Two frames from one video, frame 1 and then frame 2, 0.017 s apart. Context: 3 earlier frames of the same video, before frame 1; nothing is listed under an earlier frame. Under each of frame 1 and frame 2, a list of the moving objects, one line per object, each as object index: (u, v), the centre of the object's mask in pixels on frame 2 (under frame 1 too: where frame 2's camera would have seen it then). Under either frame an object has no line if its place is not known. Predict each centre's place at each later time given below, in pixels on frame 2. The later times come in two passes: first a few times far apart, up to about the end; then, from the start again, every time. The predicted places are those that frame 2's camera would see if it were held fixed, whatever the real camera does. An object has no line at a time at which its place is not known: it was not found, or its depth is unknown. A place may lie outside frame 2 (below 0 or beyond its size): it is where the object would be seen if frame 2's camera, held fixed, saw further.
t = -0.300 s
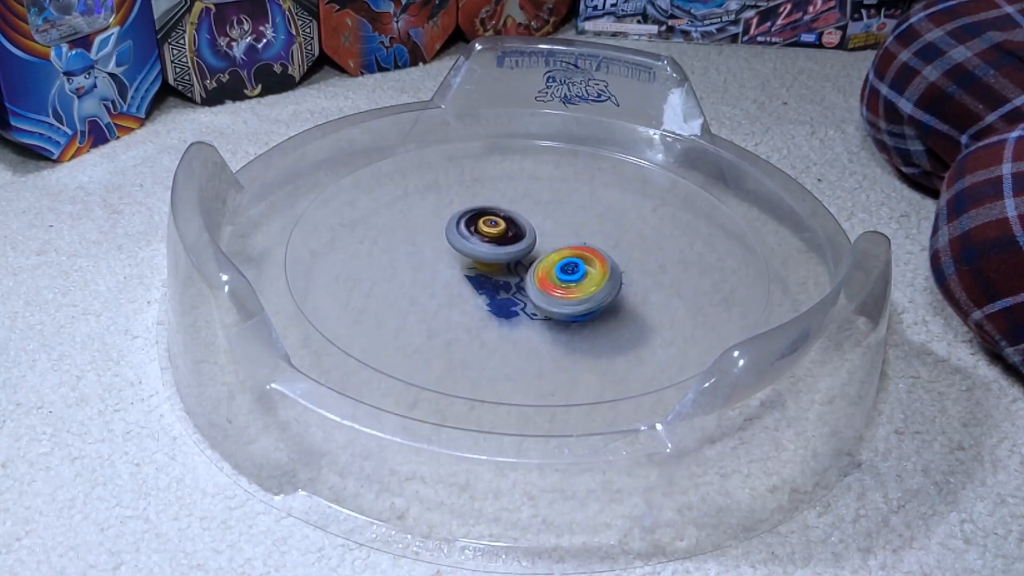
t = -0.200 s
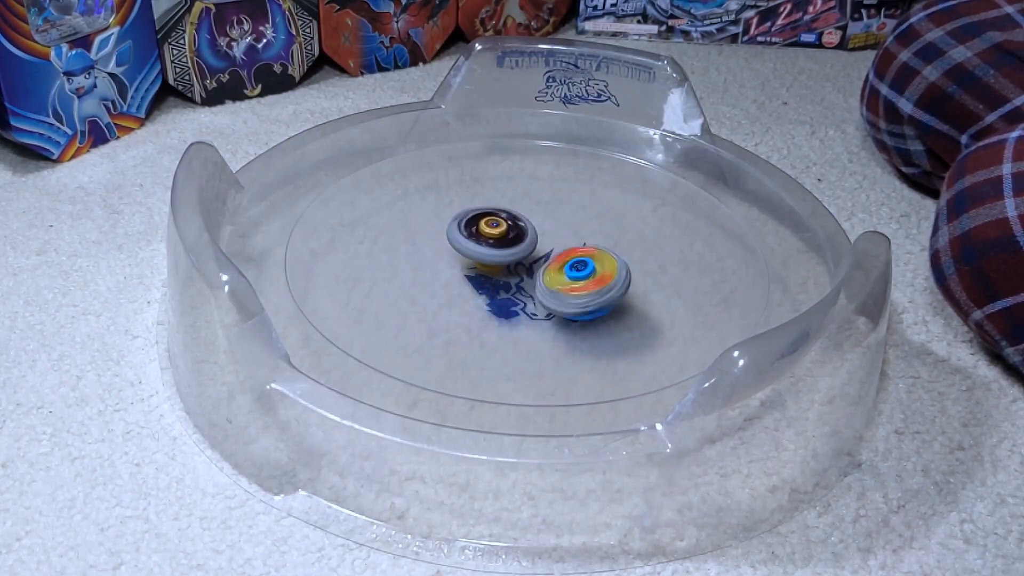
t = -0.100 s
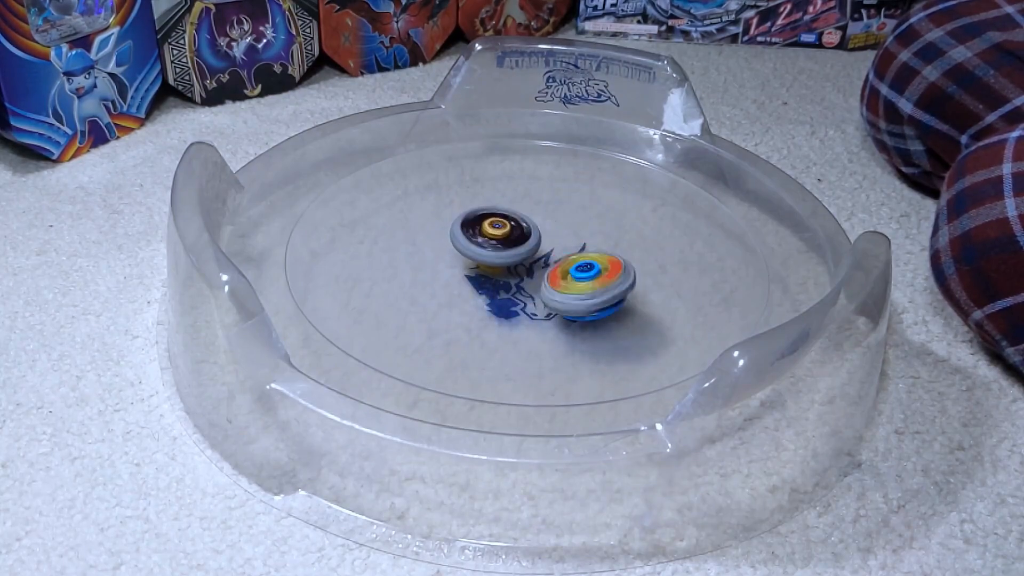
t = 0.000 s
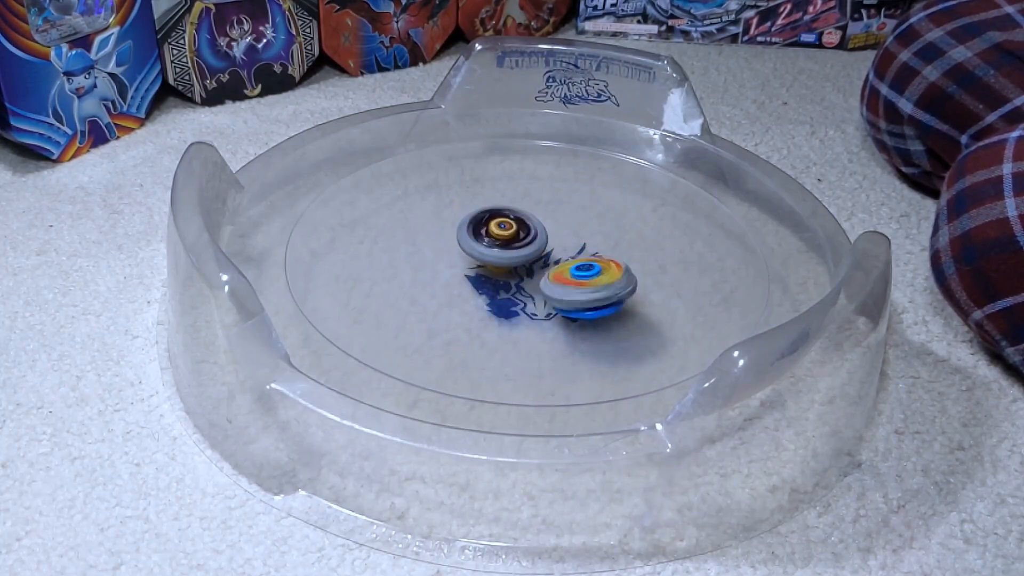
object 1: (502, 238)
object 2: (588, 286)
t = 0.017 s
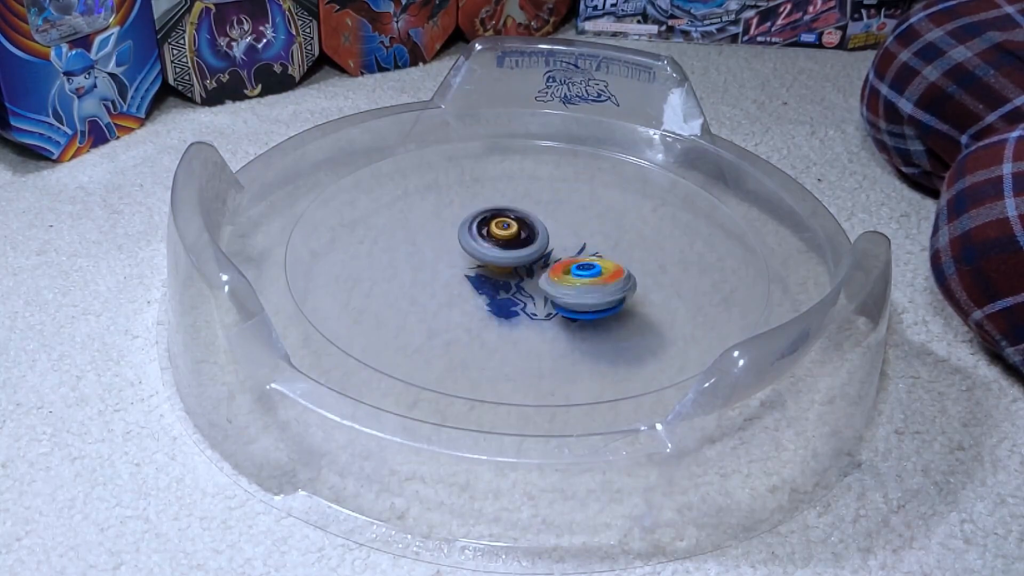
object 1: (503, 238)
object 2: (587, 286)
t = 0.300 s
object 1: (513, 235)
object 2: (580, 282)
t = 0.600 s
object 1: (512, 236)
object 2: (595, 271)
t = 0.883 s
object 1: (515, 243)
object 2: (603, 272)
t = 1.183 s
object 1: (501, 248)
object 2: (595, 266)
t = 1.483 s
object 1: (496, 250)
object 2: (593, 254)
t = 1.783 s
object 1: (494, 252)
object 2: (596, 246)
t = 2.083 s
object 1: (493, 254)
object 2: (592, 245)
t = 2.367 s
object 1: (456, 257)
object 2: (592, 254)
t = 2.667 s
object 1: (461, 260)
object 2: (552, 275)
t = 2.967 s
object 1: (478, 257)
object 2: (554, 306)
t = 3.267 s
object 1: (517, 249)
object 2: (583, 296)
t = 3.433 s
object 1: (540, 243)
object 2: (582, 296)
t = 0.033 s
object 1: (504, 238)
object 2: (587, 286)
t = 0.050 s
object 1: (505, 238)
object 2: (585, 286)
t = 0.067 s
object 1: (506, 238)
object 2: (584, 285)
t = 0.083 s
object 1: (507, 238)
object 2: (583, 285)
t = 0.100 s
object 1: (508, 238)
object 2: (583, 286)
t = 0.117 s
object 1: (509, 238)
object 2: (582, 285)
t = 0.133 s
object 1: (510, 238)
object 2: (581, 285)
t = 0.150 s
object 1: (511, 239)
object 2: (580, 284)
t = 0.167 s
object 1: (512, 239)
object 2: (579, 284)
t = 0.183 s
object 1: (512, 238)
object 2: (579, 284)
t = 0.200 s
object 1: (513, 238)
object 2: (577, 284)
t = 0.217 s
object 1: (514, 238)
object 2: (576, 282)
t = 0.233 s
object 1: (514, 238)
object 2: (577, 283)
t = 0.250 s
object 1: (513, 236)
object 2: (580, 282)
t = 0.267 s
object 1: (513, 235)
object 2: (581, 283)
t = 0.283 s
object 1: (512, 235)
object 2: (581, 283)
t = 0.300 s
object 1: (513, 235)
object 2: (580, 282)
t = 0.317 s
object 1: (512, 235)
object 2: (580, 281)
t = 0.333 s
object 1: (513, 235)
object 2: (580, 280)
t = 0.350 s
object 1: (513, 235)
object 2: (580, 279)
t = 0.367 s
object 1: (513, 235)
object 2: (580, 277)
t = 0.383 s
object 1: (513, 235)
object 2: (582, 277)
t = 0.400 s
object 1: (514, 235)
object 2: (583, 275)
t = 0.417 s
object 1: (514, 235)
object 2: (583, 275)
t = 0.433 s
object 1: (515, 235)
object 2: (583, 274)
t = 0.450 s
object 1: (514, 235)
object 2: (585, 274)
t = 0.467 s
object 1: (513, 234)
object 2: (588, 275)
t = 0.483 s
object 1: (512, 234)
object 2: (590, 275)
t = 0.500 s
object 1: (511, 234)
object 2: (590, 275)
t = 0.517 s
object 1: (512, 235)
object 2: (589, 275)
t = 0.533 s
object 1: (511, 235)
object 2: (590, 274)
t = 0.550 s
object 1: (512, 235)
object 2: (591, 272)
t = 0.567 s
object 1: (511, 236)
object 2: (592, 272)
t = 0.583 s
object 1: (512, 236)
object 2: (593, 272)
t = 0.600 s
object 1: (512, 236)
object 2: (595, 271)
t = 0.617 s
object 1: (512, 236)
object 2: (597, 272)
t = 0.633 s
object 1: (512, 237)
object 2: (599, 271)
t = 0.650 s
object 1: (513, 237)
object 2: (600, 272)
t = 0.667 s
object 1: (513, 237)
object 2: (600, 272)
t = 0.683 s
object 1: (514, 238)
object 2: (601, 272)
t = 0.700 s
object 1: (514, 239)
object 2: (601, 272)
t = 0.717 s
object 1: (515, 239)
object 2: (603, 271)
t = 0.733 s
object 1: (515, 240)
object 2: (603, 272)
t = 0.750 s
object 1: (516, 241)
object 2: (603, 272)
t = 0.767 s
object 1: (517, 241)
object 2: (603, 272)
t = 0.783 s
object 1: (517, 242)
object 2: (603, 272)
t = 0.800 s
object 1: (518, 242)
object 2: (603, 272)
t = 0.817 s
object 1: (519, 243)
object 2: (602, 272)
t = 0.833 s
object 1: (520, 244)
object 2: (601, 271)
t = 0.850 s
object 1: (518, 244)
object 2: (603, 272)
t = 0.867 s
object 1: (516, 243)
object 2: (603, 272)
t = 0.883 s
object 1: (515, 243)
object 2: (603, 272)
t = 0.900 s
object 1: (515, 244)
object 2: (602, 272)
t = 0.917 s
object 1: (514, 245)
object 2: (600, 272)
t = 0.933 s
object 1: (514, 245)
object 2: (600, 272)
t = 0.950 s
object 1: (514, 246)
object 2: (600, 271)
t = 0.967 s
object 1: (514, 246)
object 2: (600, 270)
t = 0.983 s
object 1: (513, 246)
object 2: (599, 270)
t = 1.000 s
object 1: (511, 246)
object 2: (600, 270)
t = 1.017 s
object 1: (510, 246)
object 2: (600, 271)
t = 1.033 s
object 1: (509, 247)
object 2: (599, 271)
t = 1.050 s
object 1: (508, 247)
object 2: (598, 270)
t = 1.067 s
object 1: (508, 247)
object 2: (595, 269)
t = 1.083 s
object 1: (505, 248)
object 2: (594, 268)
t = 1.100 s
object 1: (504, 248)
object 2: (595, 268)
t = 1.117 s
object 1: (503, 248)
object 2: (595, 267)
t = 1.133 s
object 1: (504, 248)
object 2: (596, 267)
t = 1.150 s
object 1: (503, 248)
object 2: (595, 267)
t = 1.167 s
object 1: (503, 249)
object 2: (594, 266)
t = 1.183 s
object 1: (501, 248)
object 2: (595, 266)
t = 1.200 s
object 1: (501, 249)
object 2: (594, 266)
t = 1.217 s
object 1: (500, 249)
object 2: (594, 265)
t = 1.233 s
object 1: (500, 249)
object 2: (593, 264)
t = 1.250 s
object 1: (500, 249)
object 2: (592, 263)
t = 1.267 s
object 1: (499, 249)
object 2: (593, 263)
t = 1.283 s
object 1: (498, 249)
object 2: (593, 262)
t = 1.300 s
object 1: (497, 249)
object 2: (594, 261)
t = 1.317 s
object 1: (496, 249)
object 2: (594, 261)
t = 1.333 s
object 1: (496, 249)
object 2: (593, 260)
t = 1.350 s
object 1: (496, 249)
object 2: (593, 260)
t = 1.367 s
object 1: (496, 249)
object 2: (592, 258)
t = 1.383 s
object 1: (496, 249)
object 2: (593, 258)
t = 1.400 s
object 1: (496, 250)
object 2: (592, 257)
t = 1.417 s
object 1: (496, 250)
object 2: (593, 256)
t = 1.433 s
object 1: (496, 250)
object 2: (593, 256)
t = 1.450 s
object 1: (496, 250)
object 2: (592, 255)
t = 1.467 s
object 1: (496, 250)
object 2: (593, 254)
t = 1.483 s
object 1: (496, 250)
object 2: (593, 254)
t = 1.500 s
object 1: (496, 250)
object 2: (593, 253)
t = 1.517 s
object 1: (497, 250)
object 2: (593, 252)
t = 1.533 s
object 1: (497, 251)
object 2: (591, 251)
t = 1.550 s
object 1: (498, 251)
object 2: (593, 250)
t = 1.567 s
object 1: (498, 251)
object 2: (592, 250)
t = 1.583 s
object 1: (497, 251)
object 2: (594, 249)
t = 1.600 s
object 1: (497, 251)
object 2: (593, 249)
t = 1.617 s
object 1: (497, 251)
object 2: (594, 249)
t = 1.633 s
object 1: (497, 251)
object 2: (594, 248)
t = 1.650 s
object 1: (497, 251)
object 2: (594, 248)
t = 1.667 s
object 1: (498, 251)
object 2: (592, 247)
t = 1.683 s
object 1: (498, 251)
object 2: (591, 246)
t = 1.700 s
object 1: (497, 251)
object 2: (592, 246)
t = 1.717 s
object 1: (495, 251)
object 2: (595, 245)
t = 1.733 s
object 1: (494, 252)
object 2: (597, 245)
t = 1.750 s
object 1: (494, 252)
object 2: (597, 245)
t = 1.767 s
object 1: (494, 252)
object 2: (596, 246)
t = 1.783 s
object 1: (494, 252)
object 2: (596, 246)
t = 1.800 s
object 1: (494, 252)
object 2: (595, 245)
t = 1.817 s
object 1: (494, 252)
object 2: (595, 245)
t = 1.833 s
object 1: (494, 252)
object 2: (594, 245)
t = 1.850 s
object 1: (494, 252)
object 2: (594, 244)
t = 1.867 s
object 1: (495, 252)
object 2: (596, 244)
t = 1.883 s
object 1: (495, 252)
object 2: (596, 244)
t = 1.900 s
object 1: (496, 252)
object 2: (597, 244)
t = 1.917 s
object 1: (496, 252)
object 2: (596, 245)
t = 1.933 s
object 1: (497, 252)
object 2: (593, 245)
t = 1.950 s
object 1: (497, 252)
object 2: (591, 245)
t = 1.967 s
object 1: (498, 253)
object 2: (590, 245)
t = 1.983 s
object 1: (497, 252)
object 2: (590, 245)
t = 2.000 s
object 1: (497, 253)
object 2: (591, 244)
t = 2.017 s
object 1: (497, 253)
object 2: (591, 244)
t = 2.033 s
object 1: (497, 254)
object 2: (590, 244)
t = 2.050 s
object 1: (498, 254)
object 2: (591, 245)
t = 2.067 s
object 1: (499, 254)
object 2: (589, 245)
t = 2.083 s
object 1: (493, 254)
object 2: (592, 245)
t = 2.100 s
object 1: (482, 253)
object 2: (600, 245)
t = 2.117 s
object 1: (473, 252)
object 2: (608, 245)
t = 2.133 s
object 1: (466, 252)
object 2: (613, 246)
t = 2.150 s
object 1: (462, 252)
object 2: (616, 247)
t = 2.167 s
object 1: (459, 252)
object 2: (617, 249)
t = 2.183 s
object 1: (458, 253)
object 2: (616, 250)
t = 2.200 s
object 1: (457, 253)
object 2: (615, 252)
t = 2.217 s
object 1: (457, 254)
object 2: (612, 253)
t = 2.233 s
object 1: (456, 254)
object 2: (608, 253)
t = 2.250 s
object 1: (456, 254)
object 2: (607, 253)
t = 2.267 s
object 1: (455, 255)
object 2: (604, 254)
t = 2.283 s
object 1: (455, 255)
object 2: (602, 254)
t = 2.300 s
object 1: (455, 255)
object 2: (599, 254)
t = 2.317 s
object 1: (455, 256)
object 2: (596, 253)
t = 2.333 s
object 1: (456, 256)
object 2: (594, 254)
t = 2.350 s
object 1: (456, 257)
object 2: (593, 254)
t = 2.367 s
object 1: (456, 257)
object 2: (592, 254)
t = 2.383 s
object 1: (457, 257)
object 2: (590, 254)
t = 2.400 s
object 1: (458, 258)
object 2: (589, 255)
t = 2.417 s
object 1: (459, 258)
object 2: (586, 254)
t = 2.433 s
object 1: (460, 258)
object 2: (584, 255)
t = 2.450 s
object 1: (461, 259)
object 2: (581, 255)
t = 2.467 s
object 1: (462, 259)
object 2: (578, 256)
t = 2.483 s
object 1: (464, 259)
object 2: (574, 256)
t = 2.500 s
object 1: (465, 259)
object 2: (570, 258)
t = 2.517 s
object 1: (467, 260)
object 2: (566, 259)
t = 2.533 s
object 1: (469, 260)
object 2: (562, 259)
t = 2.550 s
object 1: (470, 260)
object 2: (560, 260)
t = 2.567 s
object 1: (464, 259)
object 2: (559, 260)
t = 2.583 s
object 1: (460, 259)
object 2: (559, 262)
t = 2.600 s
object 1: (459, 259)
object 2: (558, 266)
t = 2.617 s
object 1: (459, 259)
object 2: (557, 267)
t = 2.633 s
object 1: (459, 260)
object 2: (557, 269)
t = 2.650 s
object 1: (460, 260)
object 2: (554, 272)
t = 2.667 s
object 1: (461, 260)
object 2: (552, 275)
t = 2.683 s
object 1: (462, 260)
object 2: (551, 277)
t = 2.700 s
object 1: (463, 260)
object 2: (550, 280)
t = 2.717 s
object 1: (465, 261)
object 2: (549, 283)
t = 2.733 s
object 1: (466, 261)
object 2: (548, 286)
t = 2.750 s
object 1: (466, 260)
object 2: (549, 289)
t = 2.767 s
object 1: (465, 260)
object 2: (551, 292)
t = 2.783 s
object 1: (465, 260)
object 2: (552, 295)
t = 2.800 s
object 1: (466, 260)
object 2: (553, 298)
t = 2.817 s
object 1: (467, 260)
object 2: (553, 300)
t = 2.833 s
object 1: (467, 259)
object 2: (553, 301)
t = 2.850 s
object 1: (468, 259)
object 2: (553, 303)
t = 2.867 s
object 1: (470, 259)
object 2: (553, 304)
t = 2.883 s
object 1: (471, 258)
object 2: (553, 305)
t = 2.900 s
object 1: (472, 258)
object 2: (553, 306)
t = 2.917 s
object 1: (473, 258)
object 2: (553, 306)
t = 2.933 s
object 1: (475, 257)
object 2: (554, 306)
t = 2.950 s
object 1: (476, 257)
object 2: (554, 306)
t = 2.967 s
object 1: (478, 257)
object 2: (554, 306)
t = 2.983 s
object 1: (479, 256)
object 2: (553, 306)
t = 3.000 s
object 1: (482, 256)
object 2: (553, 305)
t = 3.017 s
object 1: (483, 256)
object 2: (553, 305)
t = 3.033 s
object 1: (485, 255)
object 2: (553, 303)
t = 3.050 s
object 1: (487, 255)
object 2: (553, 303)
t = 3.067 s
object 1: (490, 255)
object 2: (553, 302)
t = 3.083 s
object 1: (492, 255)
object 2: (554, 301)
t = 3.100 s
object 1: (494, 255)
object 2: (556, 300)
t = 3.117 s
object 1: (496, 255)
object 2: (557, 300)
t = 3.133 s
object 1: (499, 254)
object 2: (560, 299)
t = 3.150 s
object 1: (501, 254)
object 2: (562, 298)
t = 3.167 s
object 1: (504, 253)
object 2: (565, 297)
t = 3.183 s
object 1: (506, 253)
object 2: (569, 296)
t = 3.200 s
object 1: (508, 252)
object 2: (573, 295)
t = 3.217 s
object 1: (510, 251)
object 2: (576, 295)
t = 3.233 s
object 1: (512, 251)
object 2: (579, 296)
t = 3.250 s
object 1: (514, 250)
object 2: (582, 296)
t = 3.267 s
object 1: (517, 249)
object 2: (583, 296)
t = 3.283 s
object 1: (519, 248)
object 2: (585, 297)
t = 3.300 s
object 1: (521, 247)
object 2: (585, 297)
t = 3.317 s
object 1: (523, 247)
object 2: (586, 297)
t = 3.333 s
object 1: (526, 246)
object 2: (586, 297)
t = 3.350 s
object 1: (528, 245)
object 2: (586, 297)
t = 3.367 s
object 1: (530, 245)
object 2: (586, 297)
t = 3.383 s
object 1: (533, 244)
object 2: (585, 297)
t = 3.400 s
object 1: (535, 244)
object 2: (585, 297)
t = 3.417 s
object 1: (538, 243)
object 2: (584, 297)
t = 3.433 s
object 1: (540, 243)
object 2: (582, 296)
